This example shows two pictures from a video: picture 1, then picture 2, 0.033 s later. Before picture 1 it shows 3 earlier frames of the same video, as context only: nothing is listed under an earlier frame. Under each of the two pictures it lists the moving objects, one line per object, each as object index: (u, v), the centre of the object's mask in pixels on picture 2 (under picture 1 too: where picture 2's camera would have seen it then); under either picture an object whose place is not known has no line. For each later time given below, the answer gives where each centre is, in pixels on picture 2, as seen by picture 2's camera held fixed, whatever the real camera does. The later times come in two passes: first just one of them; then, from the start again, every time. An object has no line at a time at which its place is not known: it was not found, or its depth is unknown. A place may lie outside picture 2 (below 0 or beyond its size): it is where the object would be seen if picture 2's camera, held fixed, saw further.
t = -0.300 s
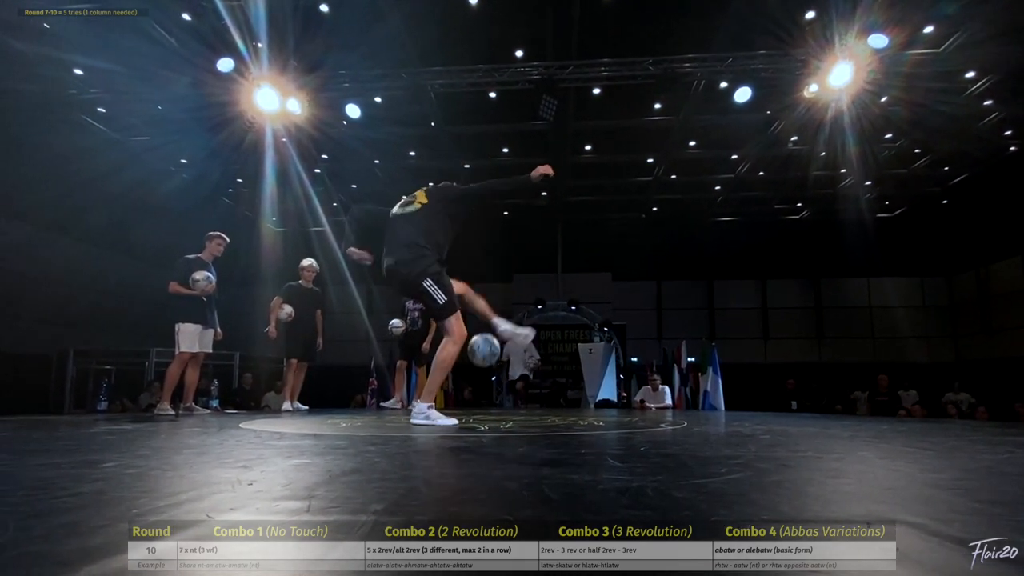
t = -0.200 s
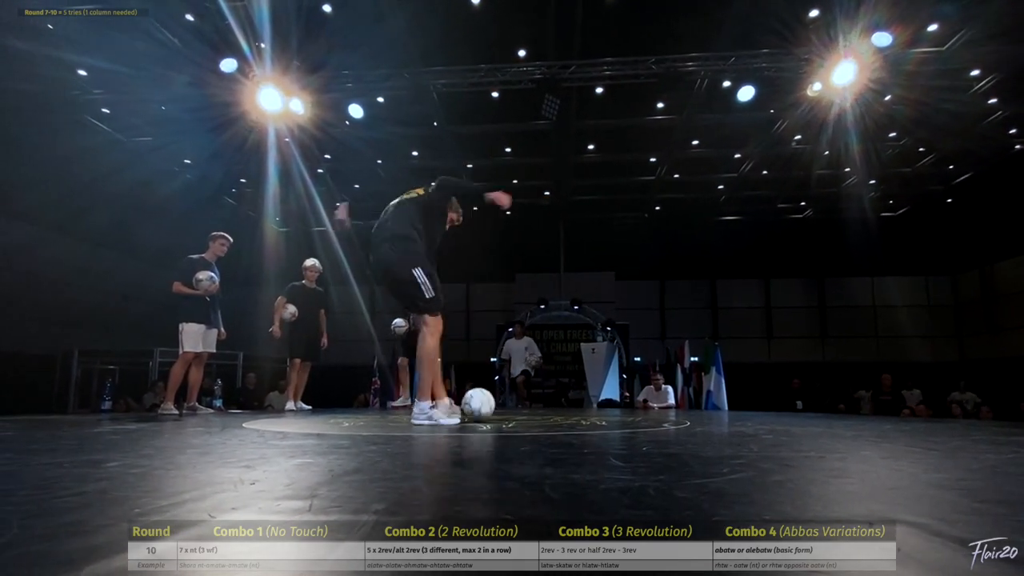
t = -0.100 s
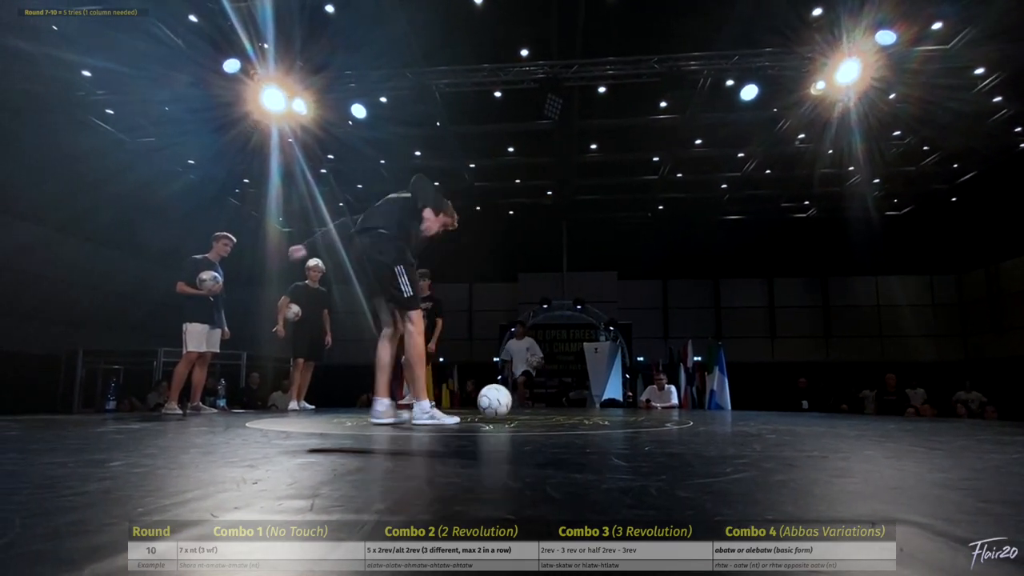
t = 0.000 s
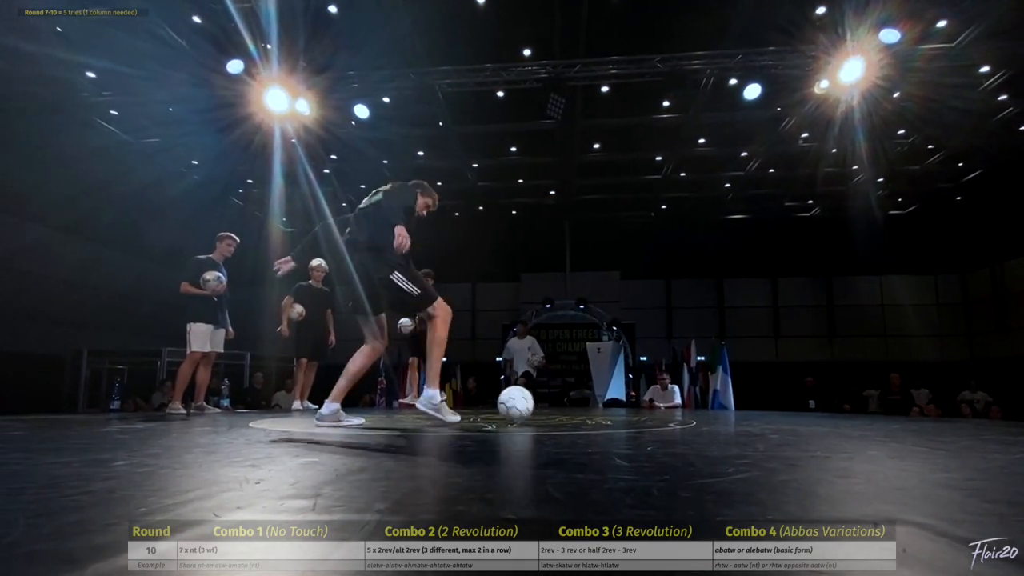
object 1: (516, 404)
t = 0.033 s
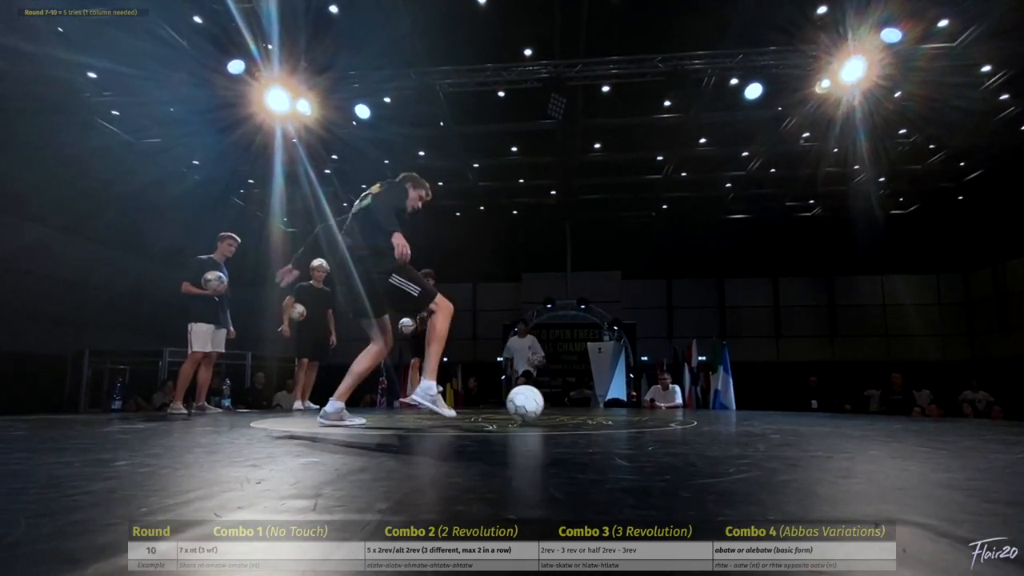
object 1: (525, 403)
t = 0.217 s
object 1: (584, 409)
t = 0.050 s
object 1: (529, 403)
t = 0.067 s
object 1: (534, 403)
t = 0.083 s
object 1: (539, 406)
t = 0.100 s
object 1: (544, 406)
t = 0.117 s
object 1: (549, 406)
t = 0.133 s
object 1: (554, 406)
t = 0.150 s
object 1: (560, 404)
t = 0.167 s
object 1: (566, 404)
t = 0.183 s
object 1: (571, 405)
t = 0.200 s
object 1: (578, 407)
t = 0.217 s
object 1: (584, 409)
